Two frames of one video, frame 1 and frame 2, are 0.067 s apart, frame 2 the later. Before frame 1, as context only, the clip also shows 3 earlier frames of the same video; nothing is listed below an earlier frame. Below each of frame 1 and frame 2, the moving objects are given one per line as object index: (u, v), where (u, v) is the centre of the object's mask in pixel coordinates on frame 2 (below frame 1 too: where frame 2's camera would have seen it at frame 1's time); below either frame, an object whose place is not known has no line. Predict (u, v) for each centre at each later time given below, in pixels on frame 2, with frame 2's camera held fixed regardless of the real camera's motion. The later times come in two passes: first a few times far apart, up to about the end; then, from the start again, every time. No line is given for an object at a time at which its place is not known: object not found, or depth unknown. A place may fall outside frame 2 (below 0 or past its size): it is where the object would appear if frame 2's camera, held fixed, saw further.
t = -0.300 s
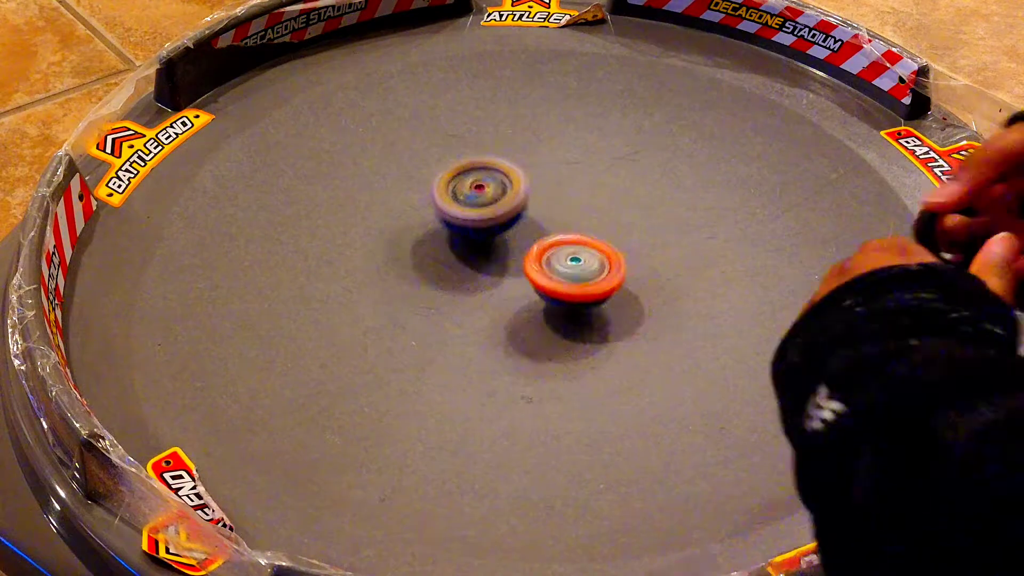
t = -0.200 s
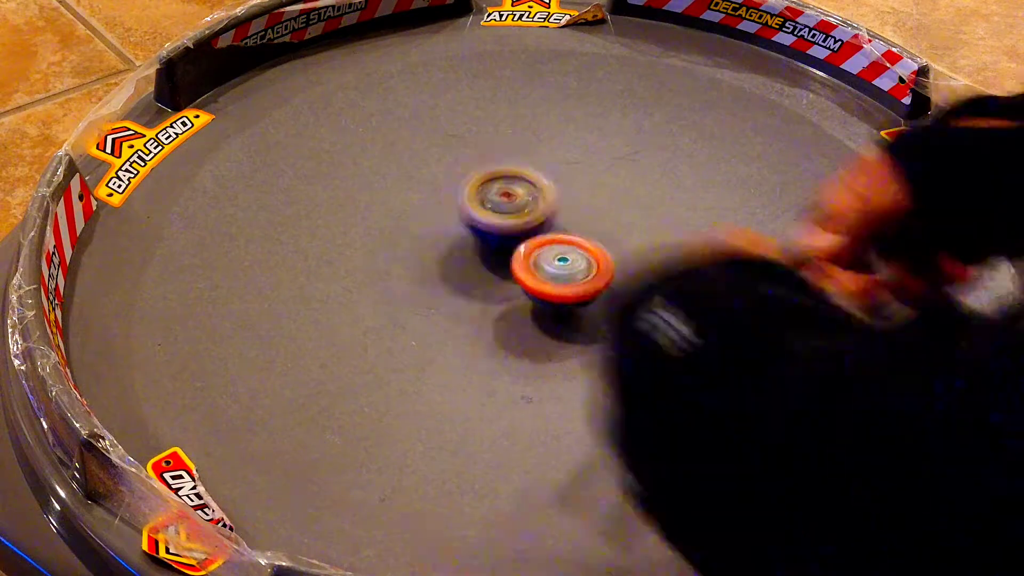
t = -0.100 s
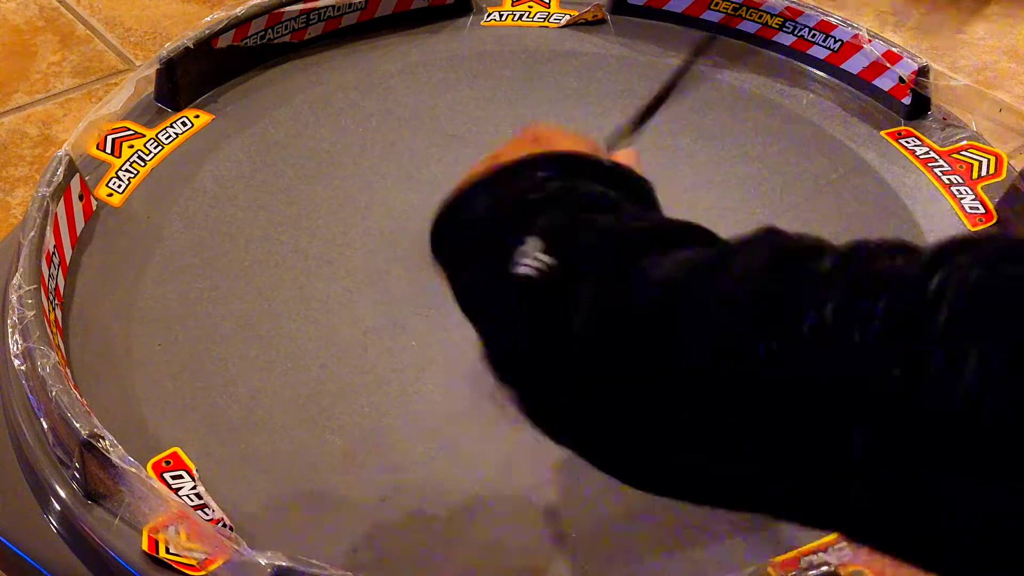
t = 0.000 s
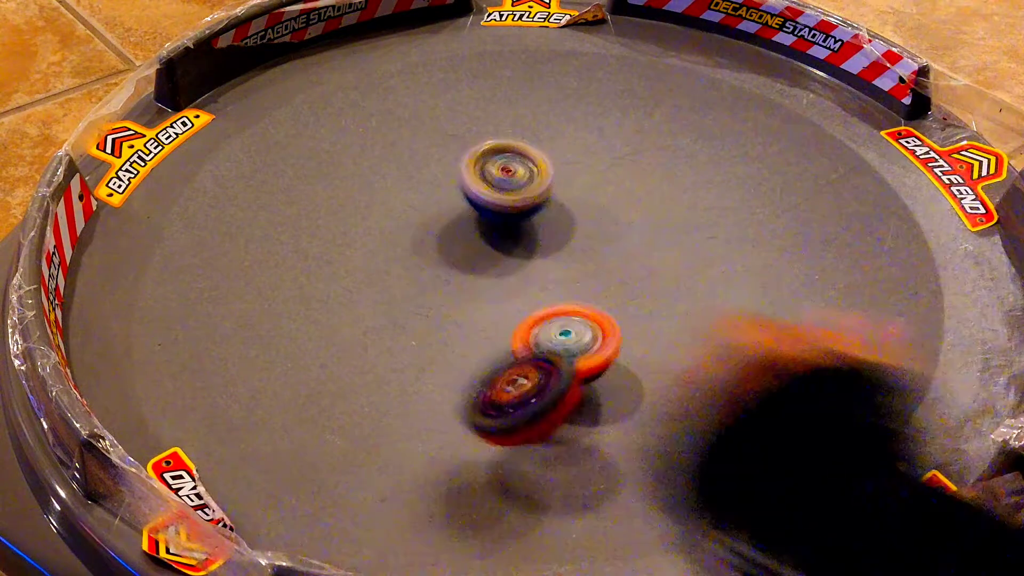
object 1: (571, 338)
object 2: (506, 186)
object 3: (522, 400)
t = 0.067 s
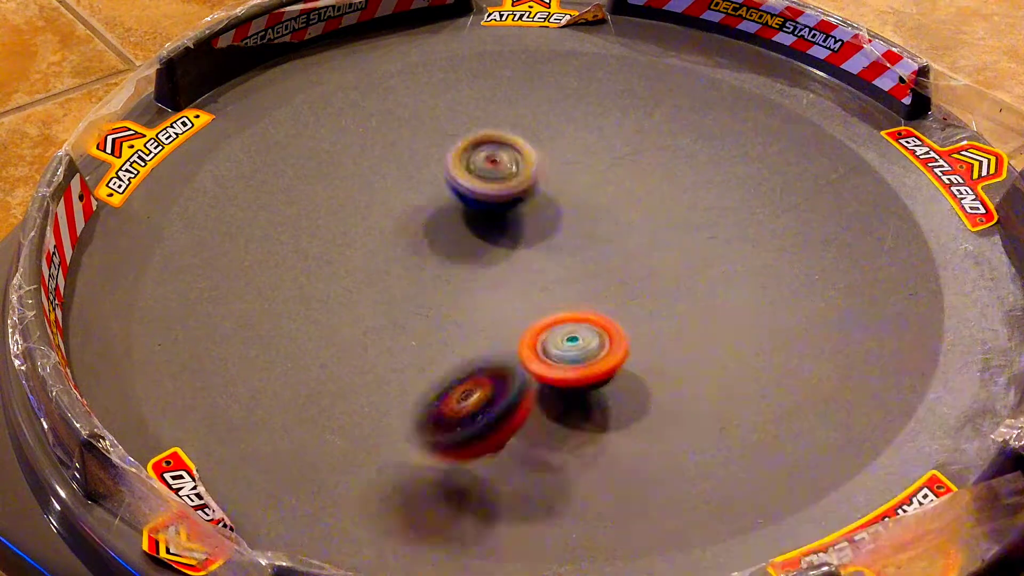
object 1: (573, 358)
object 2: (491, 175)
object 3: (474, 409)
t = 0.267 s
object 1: (606, 355)
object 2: (469, 164)
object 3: (360, 436)
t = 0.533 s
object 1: (620, 347)
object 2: (470, 178)
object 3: (320, 416)
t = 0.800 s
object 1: (583, 332)
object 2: (499, 192)
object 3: (336, 372)
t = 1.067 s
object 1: (548, 306)
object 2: (557, 219)
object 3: (318, 323)
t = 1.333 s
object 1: (518, 316)
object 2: (560, 223)
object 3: (240, 271)
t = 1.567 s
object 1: (529, 300)
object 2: (549, 221)
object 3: (169, 241)
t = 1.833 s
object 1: (536, 297)
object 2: (552, 219)
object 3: (172, 205)
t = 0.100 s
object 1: (578, 359)
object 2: (487, 173)
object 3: (448, 448)
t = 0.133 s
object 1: (583, 359)
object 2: (481, 169)
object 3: (429, 426)
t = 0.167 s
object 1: (590, 358)
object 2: (476, 166)
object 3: (410, 423)
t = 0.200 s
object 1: (596, 357)
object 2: (474, 165)
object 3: (390, 445)
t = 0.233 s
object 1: (601, 357)
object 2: (470, 164)
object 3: (374, 441)
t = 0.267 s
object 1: (606, 355)
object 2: (469, 164)
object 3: (360, 436)
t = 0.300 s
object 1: (610, 354)
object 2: (466, 165)
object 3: (349, 446)
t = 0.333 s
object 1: (613, 354)
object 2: (465, 167)
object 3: (340, 434)
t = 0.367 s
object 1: (618, 353)
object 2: (464, 168)
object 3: (333, 432)
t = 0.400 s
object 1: (620, 352)
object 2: (463, 170)
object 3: (329, 435)
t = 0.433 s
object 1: (621, 351)
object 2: (464, 172)
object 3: (324, 429)
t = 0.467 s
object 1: (622, 350)
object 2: (465, 174)
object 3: (322, 424)
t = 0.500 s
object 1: (622, 349)
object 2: (467, 176)
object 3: (320, 421)
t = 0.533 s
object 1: (620, 347)
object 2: (470, 178)
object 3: (320, 416)
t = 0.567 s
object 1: (617, 346)
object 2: (472, 181)
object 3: (321, 408)
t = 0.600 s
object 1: (615, 345)
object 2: (476, 184)
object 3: (322, 405)
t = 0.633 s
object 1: (612, 344)
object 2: (478, 186)
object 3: (323, 399)
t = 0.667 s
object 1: (607, 342)
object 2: (480, 188)
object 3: (326, 394)
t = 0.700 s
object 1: (601, 340)
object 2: (485, 190)
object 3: (328, 387)
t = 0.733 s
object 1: (596, 338)
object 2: (488, 192)
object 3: (330, 381)
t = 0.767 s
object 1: (590, 335)
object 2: (492, 191)
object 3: (334, 379)
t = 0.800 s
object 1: (583, 332)
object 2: (499, 192)
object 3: (336, 372)
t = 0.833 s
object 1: (577, 330)
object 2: (504, 191)
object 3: (336, 367)
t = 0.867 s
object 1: (572, 327)
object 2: (514, 189)
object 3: (336, 360)
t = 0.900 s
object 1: (567, 324)
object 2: (526, 184)
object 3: (336, 355)
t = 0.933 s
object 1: (562, 321)
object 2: (538, 187)
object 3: (334, 349)
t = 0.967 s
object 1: (558, 318)
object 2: (548, 197)
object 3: (331, 343)
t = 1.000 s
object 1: (555, 314)
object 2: (554, 205)
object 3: (328, 336)
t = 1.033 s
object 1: (552, 310)
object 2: (555, 214)
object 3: (324, 331)
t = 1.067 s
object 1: (548, 306)
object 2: (557, 219)
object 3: (318, 323)
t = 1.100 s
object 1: (545, 302)
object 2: (559, 225)
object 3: (311, 317)
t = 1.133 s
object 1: (536, 309)
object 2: (562, 226)
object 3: (303, 310)
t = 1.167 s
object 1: (529, 314)
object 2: (564, 225)
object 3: (295, 305)
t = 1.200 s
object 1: (524, 317)
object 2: (564, 225)
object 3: (285, 299)
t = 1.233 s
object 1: (520, 318)
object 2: (563, 224)
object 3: (274, 291)
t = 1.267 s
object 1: (518, 318)
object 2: (562, 223)
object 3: (262, 283)
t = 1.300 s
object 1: (517, 318)
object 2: (561, 223)
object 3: (251, 279)
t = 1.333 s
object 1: (518, 316)
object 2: (560, 223)
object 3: (240, 271)
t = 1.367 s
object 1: (519, 314)
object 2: (558, 224)
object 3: (230, 268)
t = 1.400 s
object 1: (520, 311)
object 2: (555, 222)
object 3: (218, 262)
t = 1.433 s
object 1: (522, 309)
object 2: (555, 224)
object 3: (207, 256)
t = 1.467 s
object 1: (525, 306)
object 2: (553, 223)
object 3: (197, 251)
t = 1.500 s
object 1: (527, 302)
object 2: (550, 224)
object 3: (187, 246)
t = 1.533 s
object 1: (529, 299)
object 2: (549, 223)
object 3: (176, 241)
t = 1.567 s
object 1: (529, 300)
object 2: (549, 221)
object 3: (169, 241)
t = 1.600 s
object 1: (528, 302)
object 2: (550, 220)
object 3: (161, 237)
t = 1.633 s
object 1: (528, 302)
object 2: (549, 220)
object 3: (152, 235)
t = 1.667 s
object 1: (529, 302)
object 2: (549, 220)
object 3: (143, 231)
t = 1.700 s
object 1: (531, 301)
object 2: (550, 220)
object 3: (132, 225)
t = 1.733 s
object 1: (533, 299)
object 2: (550, 220)
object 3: (118, 217)
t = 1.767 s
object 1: (535, 297)
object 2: (550, 220)
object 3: (136, 214)
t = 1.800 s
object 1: (535, 297)
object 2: (550, 220)
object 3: (154, 209)
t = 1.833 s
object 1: (536, 297)
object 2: (552, 219)
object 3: (172, 205)
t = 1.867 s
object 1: (537, 297)
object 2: (554, 220)
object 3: (188, 200)
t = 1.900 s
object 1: (539, 297)
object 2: (554, 220)
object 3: (203, 198)
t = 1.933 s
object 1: (539, 296)
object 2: (554, 220)
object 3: (215, 197)
